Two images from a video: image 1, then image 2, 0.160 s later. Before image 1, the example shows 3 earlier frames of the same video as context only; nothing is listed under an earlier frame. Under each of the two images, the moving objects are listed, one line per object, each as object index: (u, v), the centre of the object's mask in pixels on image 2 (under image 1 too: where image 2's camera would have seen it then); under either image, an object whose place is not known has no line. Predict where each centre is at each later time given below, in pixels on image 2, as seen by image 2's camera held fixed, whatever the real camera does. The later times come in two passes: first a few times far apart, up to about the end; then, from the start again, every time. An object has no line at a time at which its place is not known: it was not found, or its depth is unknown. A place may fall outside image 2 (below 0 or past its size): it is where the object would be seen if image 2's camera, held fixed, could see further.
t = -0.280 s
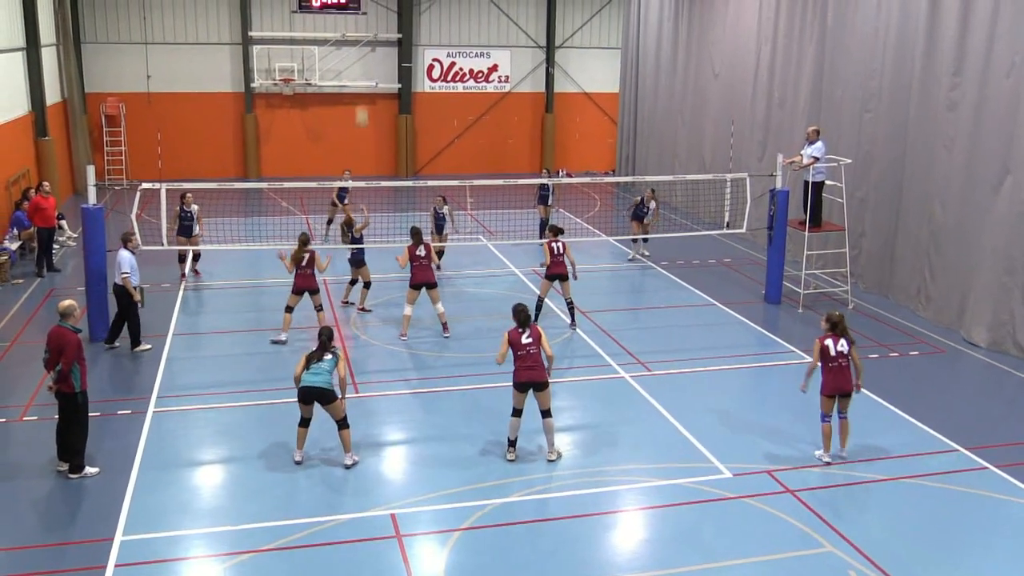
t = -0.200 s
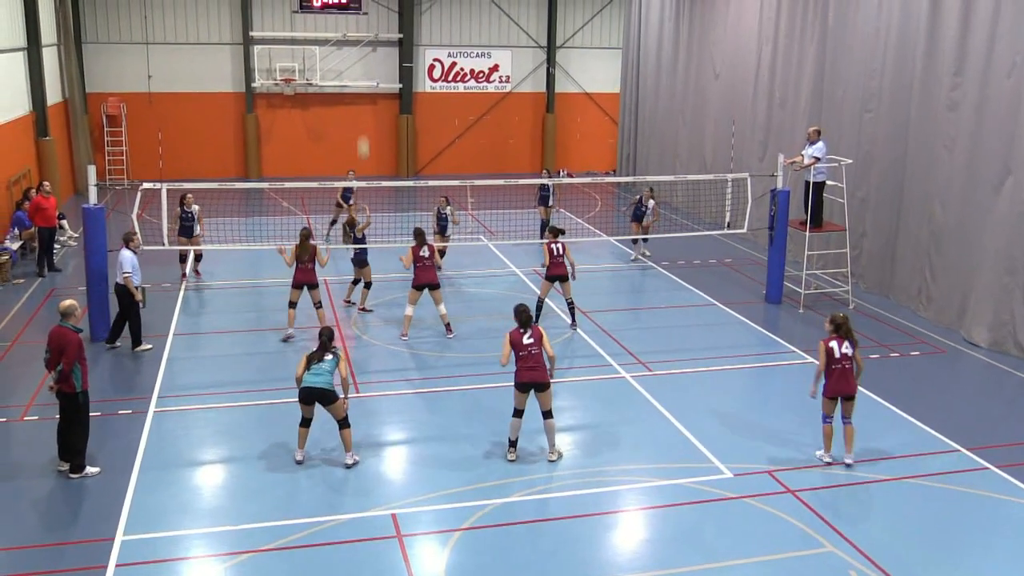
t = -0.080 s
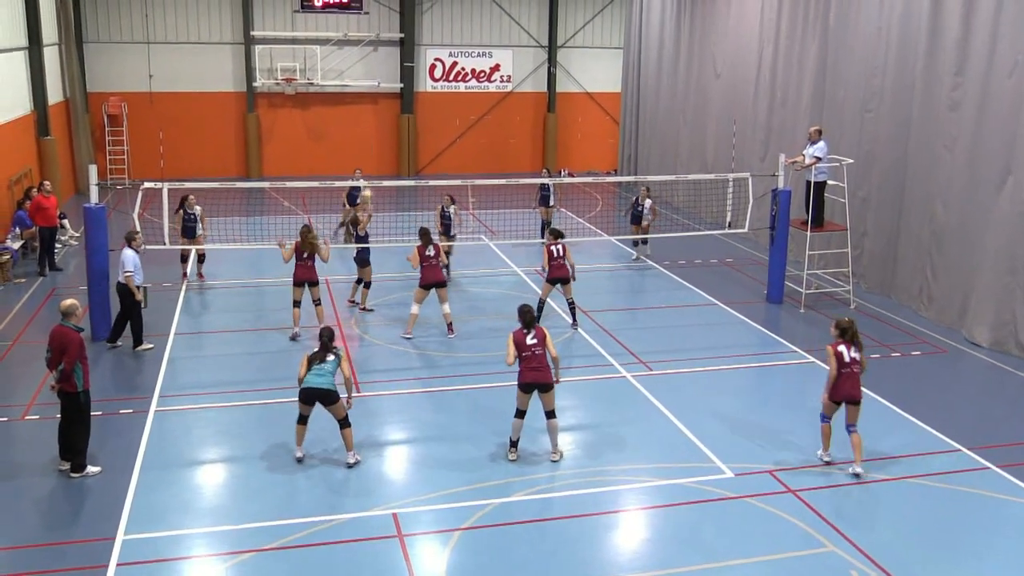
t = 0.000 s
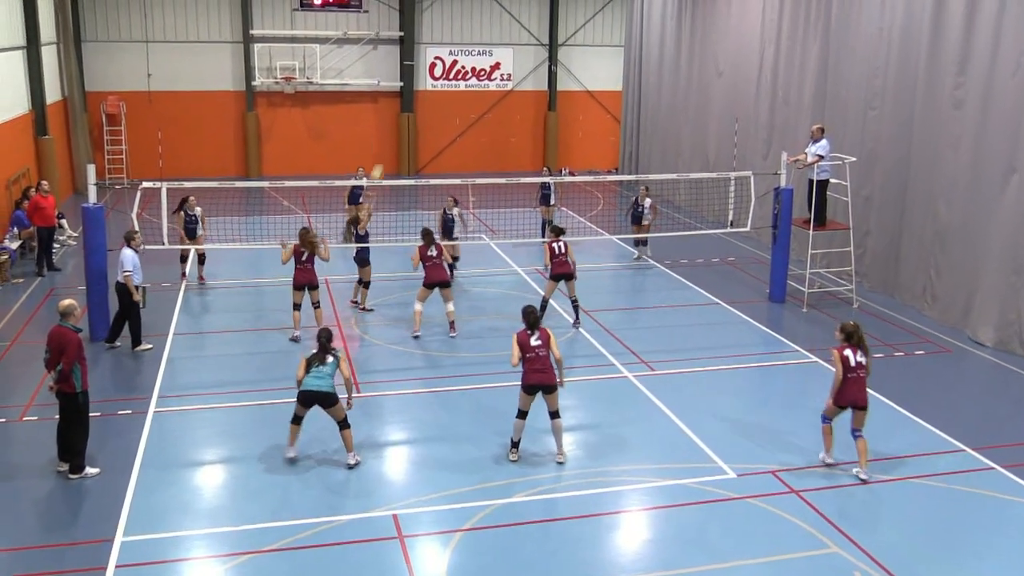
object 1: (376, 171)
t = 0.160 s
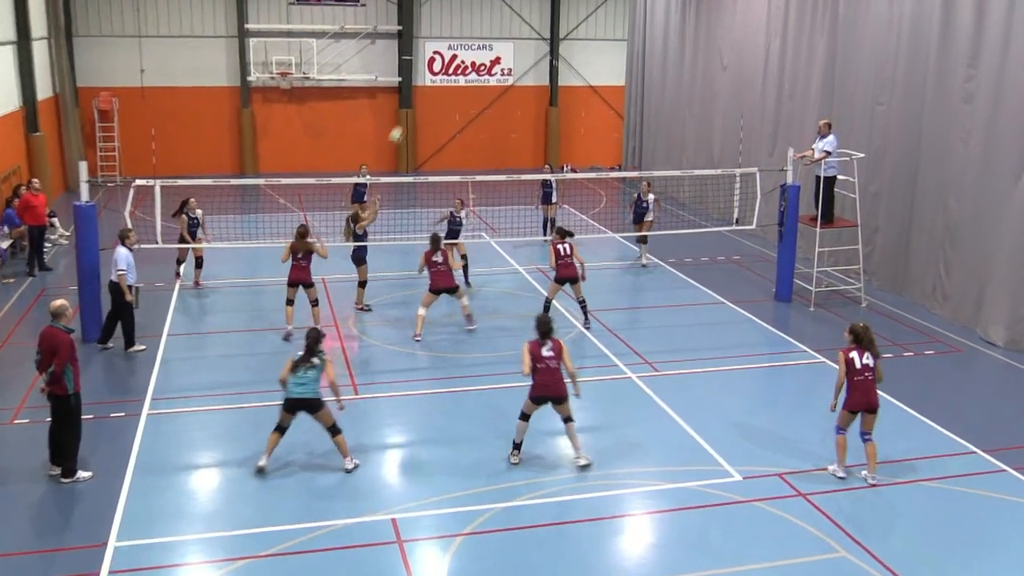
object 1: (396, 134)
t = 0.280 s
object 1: (412, 115)
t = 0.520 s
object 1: (445, 105)
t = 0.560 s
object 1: (450, 107)
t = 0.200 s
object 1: (401, 128)
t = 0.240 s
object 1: (407, 121)
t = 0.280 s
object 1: (412, 115)
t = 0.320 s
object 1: (417, 111)
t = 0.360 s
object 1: (423, 108)
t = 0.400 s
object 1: (428, 105)
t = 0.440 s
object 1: (434, 104)
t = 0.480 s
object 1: (439, 103)
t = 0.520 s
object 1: (445, 105)
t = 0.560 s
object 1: (450, 107)
